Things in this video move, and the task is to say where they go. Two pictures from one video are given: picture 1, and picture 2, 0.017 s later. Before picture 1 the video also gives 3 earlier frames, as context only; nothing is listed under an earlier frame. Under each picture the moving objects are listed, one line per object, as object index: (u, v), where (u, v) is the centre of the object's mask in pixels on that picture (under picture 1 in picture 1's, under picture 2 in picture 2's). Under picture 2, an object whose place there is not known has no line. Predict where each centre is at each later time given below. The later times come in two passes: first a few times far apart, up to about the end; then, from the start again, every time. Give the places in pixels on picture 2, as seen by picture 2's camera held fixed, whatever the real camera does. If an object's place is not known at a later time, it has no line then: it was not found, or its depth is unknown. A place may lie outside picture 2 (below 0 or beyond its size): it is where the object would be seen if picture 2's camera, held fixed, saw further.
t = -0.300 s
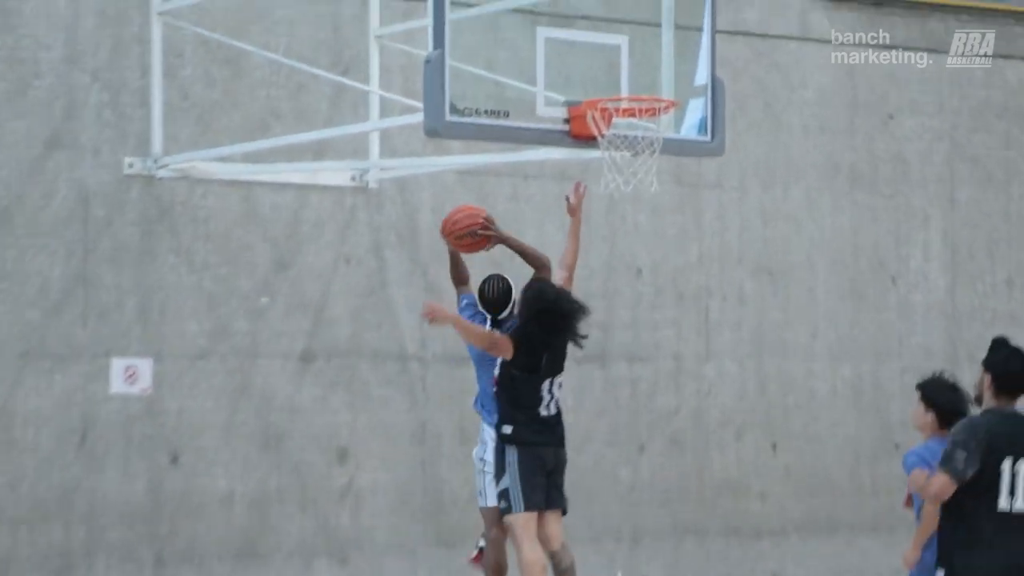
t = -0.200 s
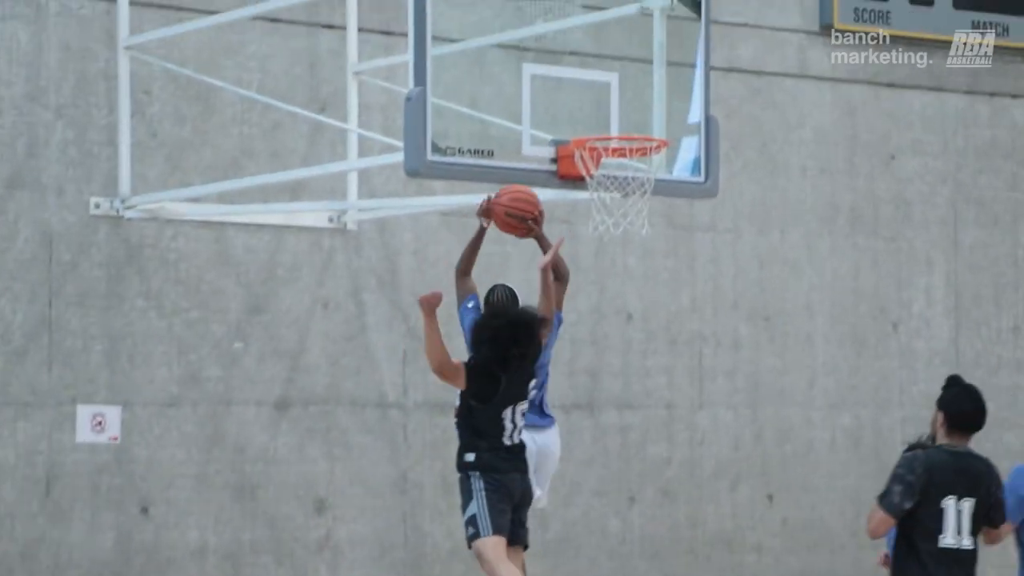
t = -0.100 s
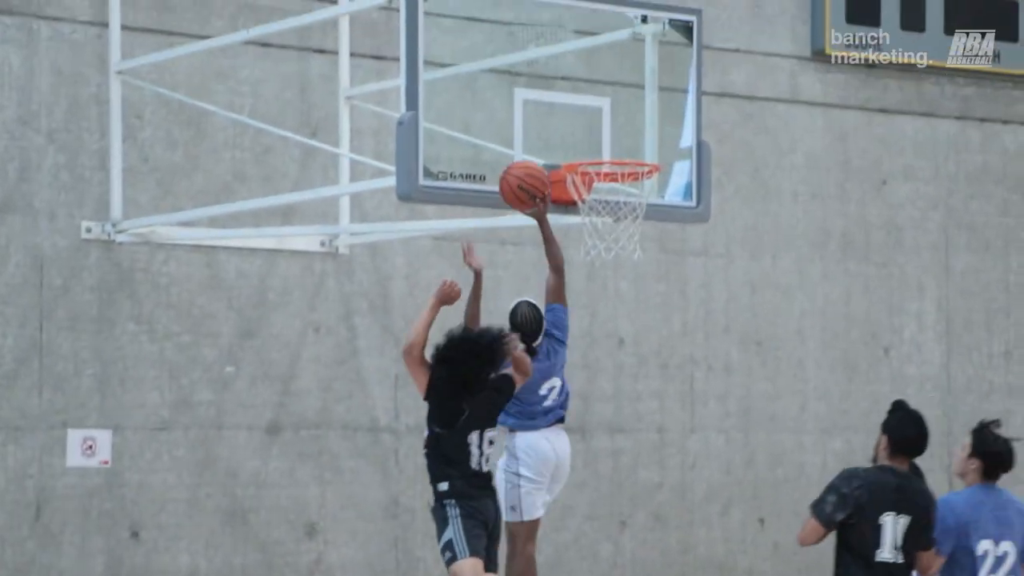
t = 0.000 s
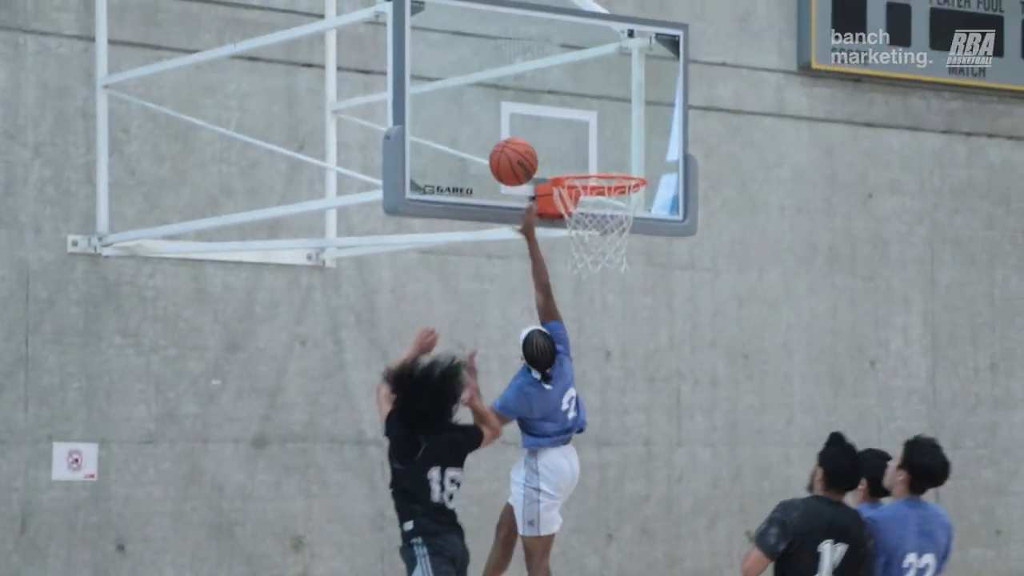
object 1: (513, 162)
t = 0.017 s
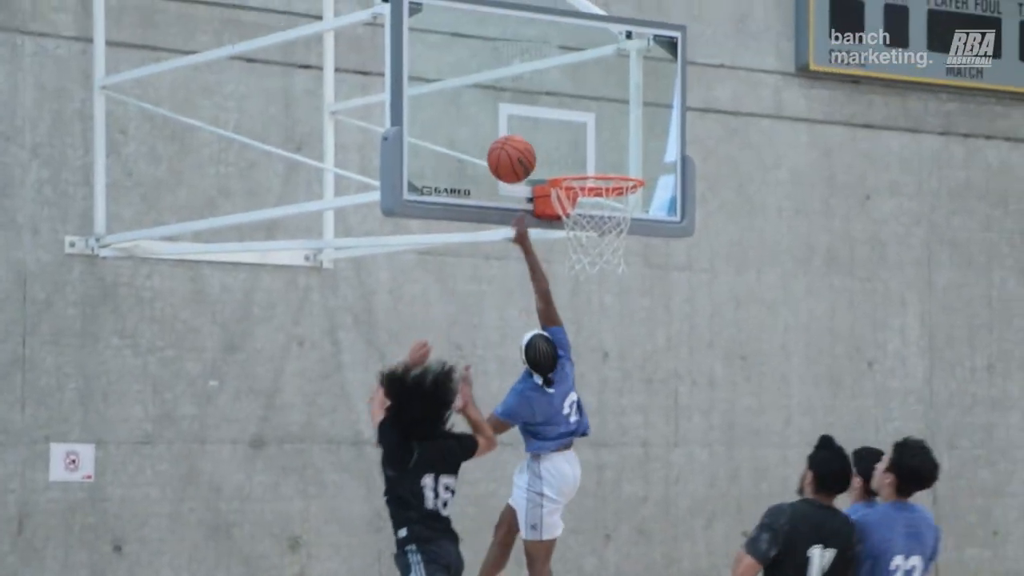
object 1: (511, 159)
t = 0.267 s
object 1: (598, 157)
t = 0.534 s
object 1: (585, 227)
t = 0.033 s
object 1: (512, 155)
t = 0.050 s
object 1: (512, 152)
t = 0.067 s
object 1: (513, 149)
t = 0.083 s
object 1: (516, 148)
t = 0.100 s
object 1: (523, 146)
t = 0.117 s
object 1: (531, 146)
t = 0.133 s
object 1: (538, 145)
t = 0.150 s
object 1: (545, 145)
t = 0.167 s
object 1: (553, 146)
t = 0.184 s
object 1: (560, 147)
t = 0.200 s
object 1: (566, 149)
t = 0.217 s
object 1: (574, 151)
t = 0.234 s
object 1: (581, 152)
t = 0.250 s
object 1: (589, 155)
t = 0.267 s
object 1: (598, 157)
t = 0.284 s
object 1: (605, 159)
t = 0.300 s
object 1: (610, 162)
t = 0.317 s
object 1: (609, 162)
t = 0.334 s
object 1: (608, 163)
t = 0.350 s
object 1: (605, 173)
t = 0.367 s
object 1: (604, 181)
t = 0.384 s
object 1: (603, 183)
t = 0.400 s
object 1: (602, 188)
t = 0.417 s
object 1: (601, 196)
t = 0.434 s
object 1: (598, 200)
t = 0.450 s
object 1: (596, 203)
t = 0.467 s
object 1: (595, 206)
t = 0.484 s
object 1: (591, 210)
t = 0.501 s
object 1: (588, 215)
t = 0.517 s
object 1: (586, 221)
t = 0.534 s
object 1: (585, 227)
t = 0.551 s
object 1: (582, 233)
